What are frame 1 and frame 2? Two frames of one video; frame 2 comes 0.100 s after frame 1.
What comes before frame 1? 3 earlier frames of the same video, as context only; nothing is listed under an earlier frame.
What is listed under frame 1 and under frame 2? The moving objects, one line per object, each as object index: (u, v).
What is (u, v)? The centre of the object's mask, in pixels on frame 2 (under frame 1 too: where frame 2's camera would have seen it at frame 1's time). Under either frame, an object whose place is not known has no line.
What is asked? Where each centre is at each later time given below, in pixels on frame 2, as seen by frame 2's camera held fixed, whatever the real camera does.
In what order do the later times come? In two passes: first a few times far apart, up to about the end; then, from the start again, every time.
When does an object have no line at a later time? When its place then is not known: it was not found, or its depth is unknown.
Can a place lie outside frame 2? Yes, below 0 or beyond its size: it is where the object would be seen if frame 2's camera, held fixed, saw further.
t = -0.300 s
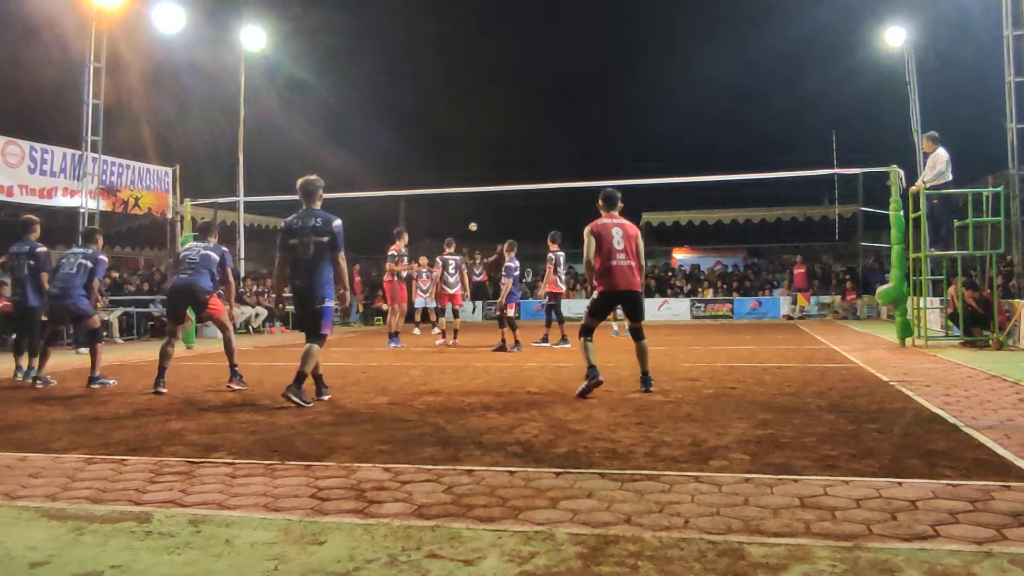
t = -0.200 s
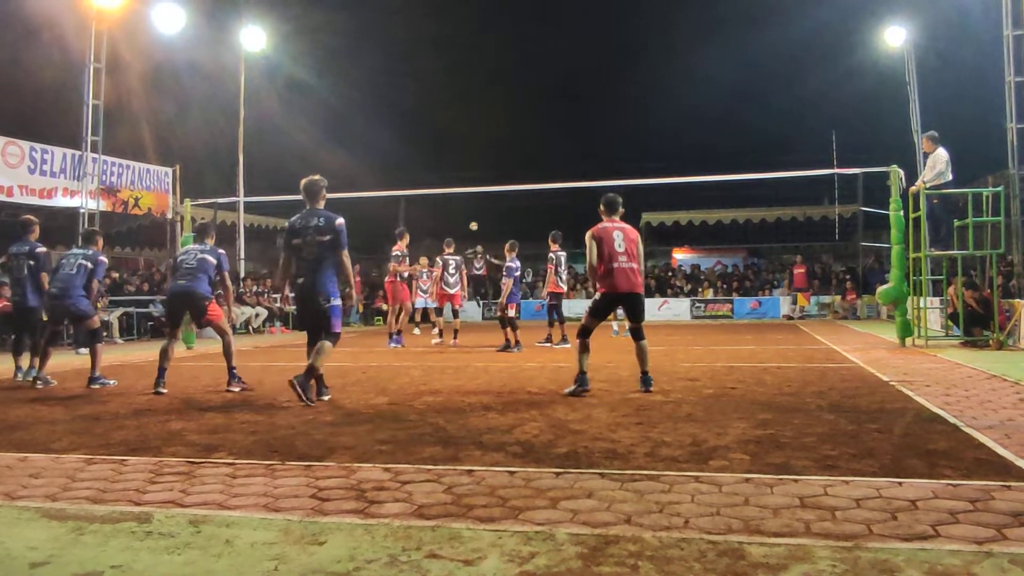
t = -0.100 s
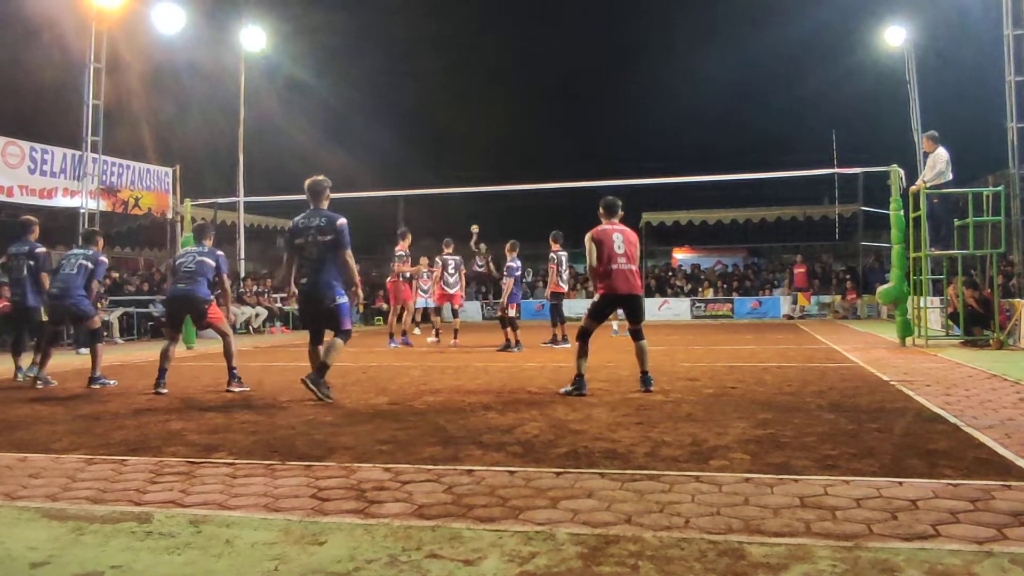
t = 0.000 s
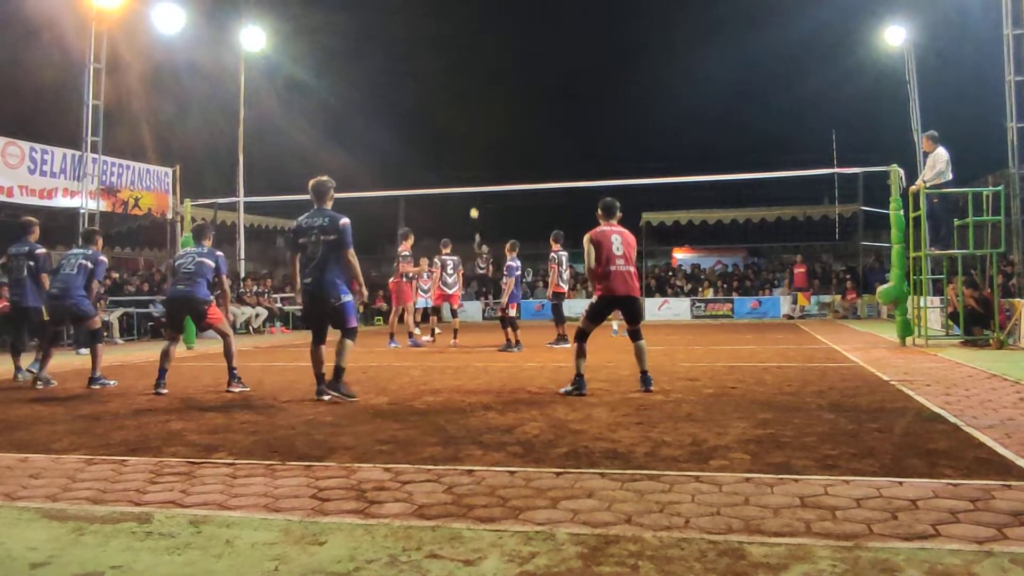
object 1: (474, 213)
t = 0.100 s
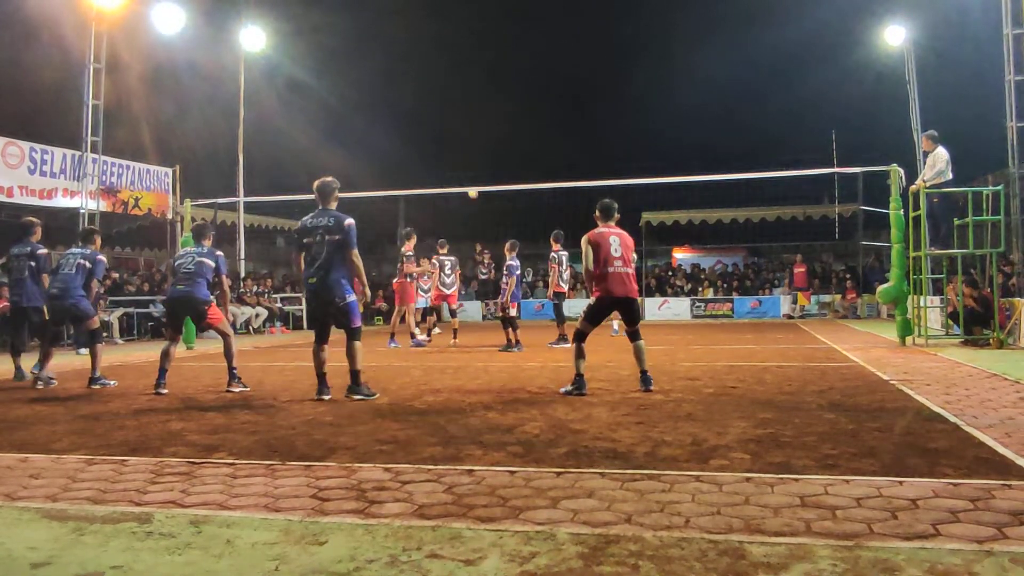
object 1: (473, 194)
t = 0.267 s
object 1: (470, 164)
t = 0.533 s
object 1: (460, 128)
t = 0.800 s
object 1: (450, 115)
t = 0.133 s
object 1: (472, 184)
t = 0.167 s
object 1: (472, 180)
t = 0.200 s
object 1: (471, 175)
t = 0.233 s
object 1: (471, 169)
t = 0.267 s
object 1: (470, 164)
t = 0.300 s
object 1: (469, 159)
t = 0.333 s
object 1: (468, 154)
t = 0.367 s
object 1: (466, 149)
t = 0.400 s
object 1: (465, 144)
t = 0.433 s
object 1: (464, 140)
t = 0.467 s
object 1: (462, 136)
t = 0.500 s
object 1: (461, 132)
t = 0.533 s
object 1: (460, 128)
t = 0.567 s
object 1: (459, 125)
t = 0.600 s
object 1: (457, 122)
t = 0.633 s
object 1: (457, 119)
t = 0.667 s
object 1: (455, 117)
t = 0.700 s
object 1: (454, 116)
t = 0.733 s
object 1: (453, 115)
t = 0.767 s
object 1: (452, 115)
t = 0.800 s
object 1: (450, 115)
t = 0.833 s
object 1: (449, 116)
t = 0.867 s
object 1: (447, 118)
